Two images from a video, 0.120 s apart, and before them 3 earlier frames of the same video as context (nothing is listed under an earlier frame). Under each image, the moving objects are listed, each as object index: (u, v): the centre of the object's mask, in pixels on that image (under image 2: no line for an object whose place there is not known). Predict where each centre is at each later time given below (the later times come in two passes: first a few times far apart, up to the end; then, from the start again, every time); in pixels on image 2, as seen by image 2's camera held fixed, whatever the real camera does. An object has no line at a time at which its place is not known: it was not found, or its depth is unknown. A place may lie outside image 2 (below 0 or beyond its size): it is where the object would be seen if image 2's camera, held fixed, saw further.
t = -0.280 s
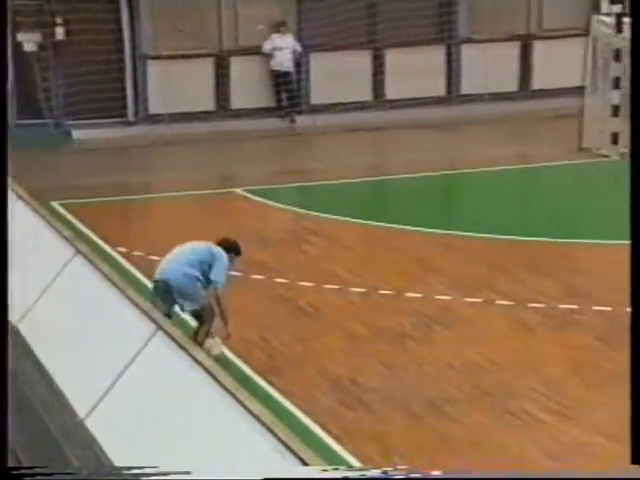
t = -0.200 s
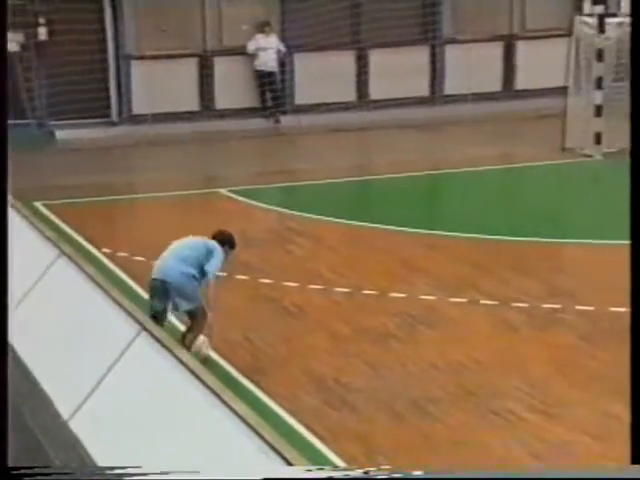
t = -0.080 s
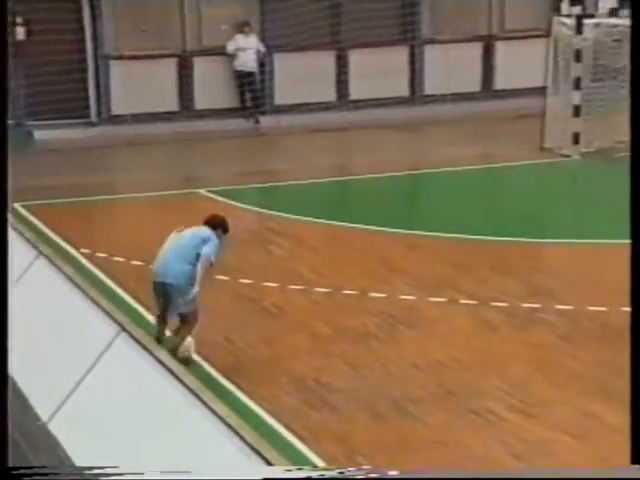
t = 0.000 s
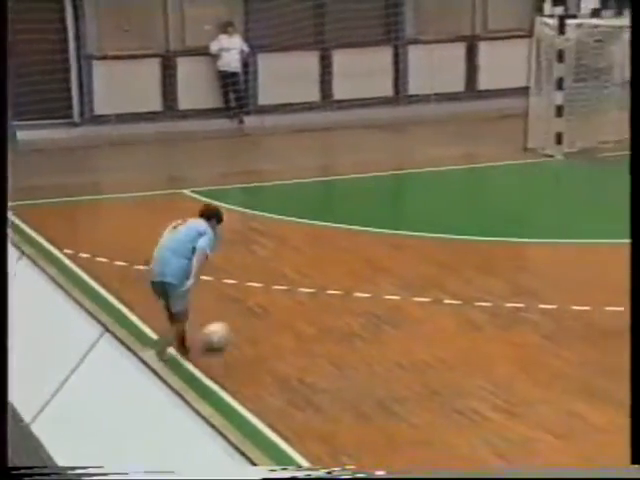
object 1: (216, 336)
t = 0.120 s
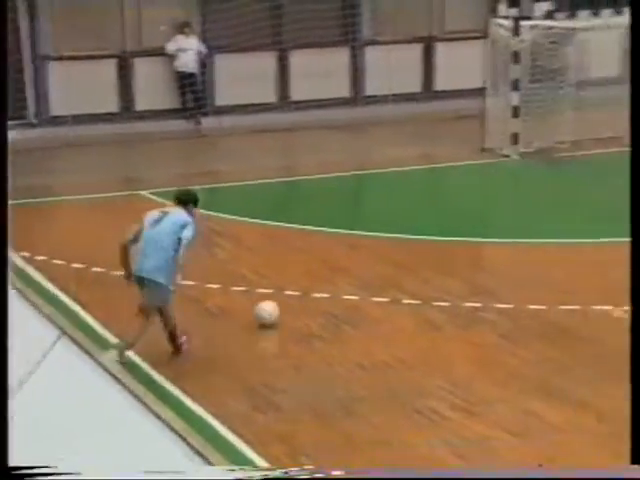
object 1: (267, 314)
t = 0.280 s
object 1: (367, 289)
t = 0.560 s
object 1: (500, 260)
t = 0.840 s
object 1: (596, 235)
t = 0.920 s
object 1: (619, 228)
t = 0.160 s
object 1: (294, 306)
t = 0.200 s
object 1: (319, 301)
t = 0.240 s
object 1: (343, 294)
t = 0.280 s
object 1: (367, 289)
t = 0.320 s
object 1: (388, 283)
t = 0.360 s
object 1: (410, 279)
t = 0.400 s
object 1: (429, 275)
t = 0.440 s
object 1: (448, 270)
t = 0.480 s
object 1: (467, 266)
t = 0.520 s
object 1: (484, 263)
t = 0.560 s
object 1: (500, 260)
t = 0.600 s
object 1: (516, 256)
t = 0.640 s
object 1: (531, 252)
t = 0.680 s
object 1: (546, 249)
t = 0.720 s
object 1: (559, 244)
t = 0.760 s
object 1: (571, 240)
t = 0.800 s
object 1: (584, 239)
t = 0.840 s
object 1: (596, 235)
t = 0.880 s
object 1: (607, 231)
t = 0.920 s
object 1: (619, 228)
